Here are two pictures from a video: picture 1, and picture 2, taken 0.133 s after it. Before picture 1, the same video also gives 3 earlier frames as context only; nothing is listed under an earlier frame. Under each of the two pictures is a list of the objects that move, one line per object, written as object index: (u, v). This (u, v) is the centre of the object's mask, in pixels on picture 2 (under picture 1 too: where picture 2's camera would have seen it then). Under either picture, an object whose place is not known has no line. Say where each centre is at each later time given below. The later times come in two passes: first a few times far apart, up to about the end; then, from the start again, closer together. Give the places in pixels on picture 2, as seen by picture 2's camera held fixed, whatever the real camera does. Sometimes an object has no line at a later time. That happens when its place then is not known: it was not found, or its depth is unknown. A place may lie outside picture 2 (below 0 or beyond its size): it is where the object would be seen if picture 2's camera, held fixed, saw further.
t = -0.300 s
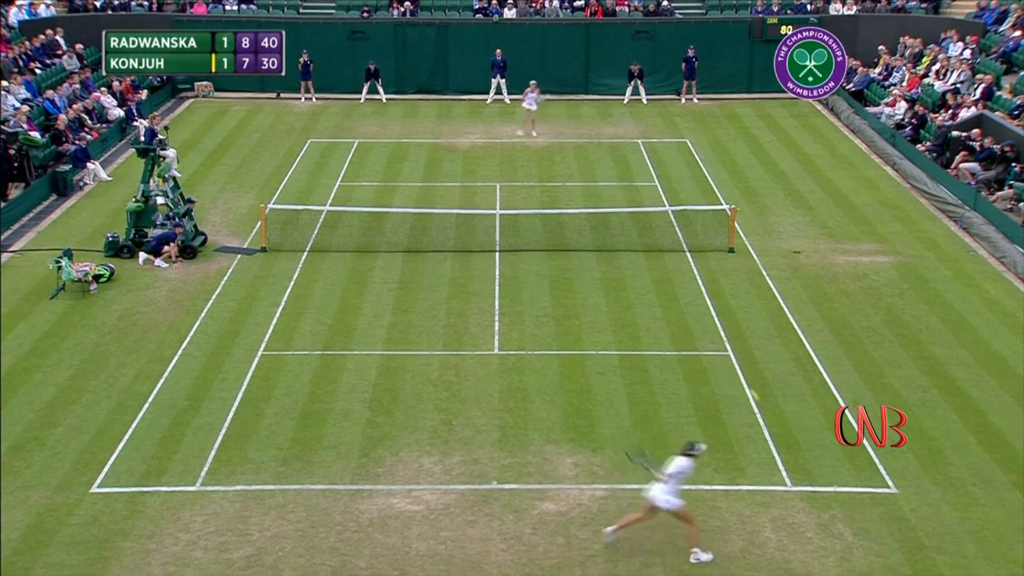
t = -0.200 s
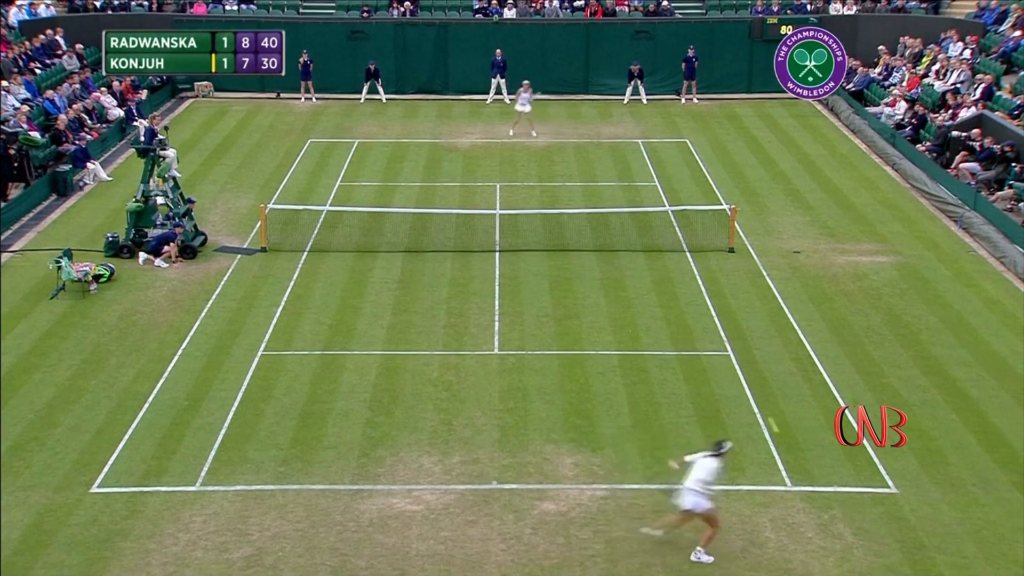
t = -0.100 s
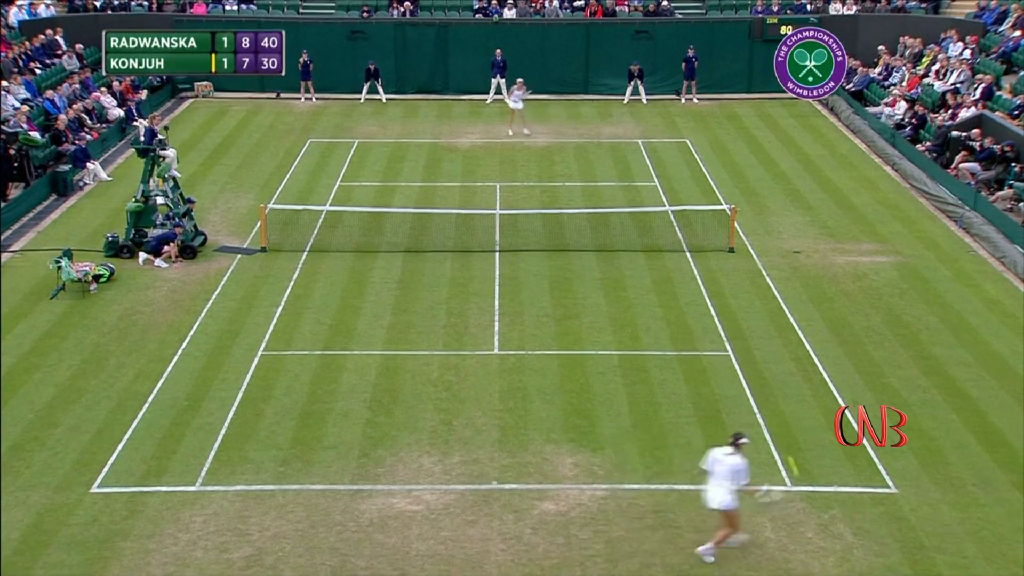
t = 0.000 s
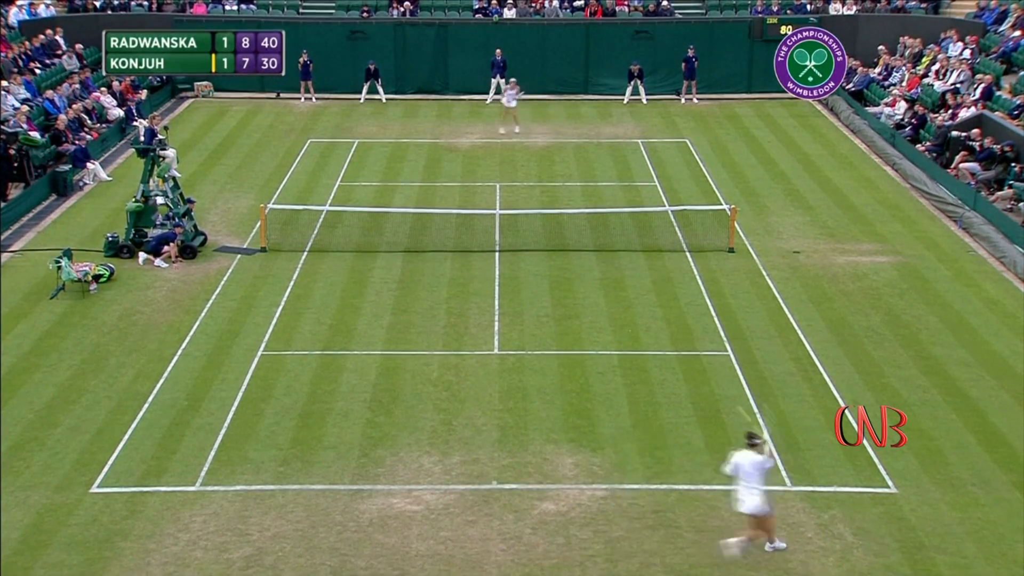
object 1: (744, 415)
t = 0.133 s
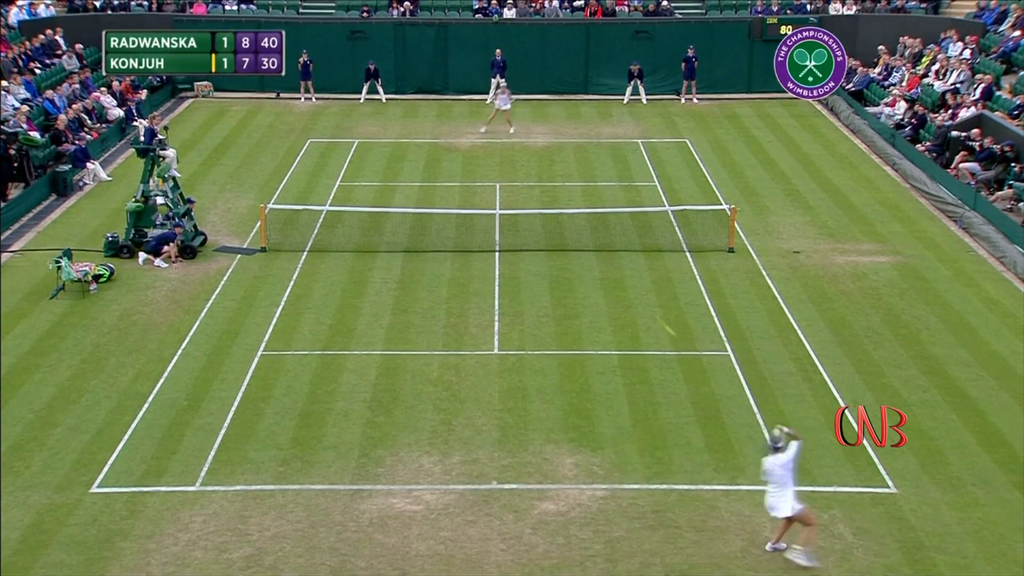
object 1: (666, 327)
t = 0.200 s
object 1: (639, 300)
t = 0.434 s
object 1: (578, 239)
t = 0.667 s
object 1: (583, 238)
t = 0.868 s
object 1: (584, 254)
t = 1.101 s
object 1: (586, 249)
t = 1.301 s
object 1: (586, 254)
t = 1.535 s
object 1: (588, 255)
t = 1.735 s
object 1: (588, 256)
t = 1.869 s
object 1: (588, 256)
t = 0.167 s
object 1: (652, 313)
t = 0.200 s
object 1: (639, 300)
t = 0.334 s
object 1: (591, 262)
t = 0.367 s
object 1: (582, 256)
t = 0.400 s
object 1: (577, 243)
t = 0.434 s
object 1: (578, 239)
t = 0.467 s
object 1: (579, 238)
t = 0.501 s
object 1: (580, 237)
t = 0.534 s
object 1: (581, 237)
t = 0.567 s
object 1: (582, 236)
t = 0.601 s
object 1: (581, 236)
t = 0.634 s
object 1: (583, 237)
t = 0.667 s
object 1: (583, 238)
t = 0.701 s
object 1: (584, 239)
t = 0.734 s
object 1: (584, 240)
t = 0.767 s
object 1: (583, 243)
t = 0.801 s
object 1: (583, 245)
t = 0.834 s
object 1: (584, 249)
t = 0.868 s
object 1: (584, 254)
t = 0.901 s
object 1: (585, 254)
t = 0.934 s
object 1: (585, 252)
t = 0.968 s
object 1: (584, 250)
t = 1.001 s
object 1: (585, 249)
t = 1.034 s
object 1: (585, 249)
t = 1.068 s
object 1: (585, 248)
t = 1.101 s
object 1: (586, 249)
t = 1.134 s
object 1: (585, 251)
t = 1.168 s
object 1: (585, 253)
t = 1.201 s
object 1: (587, 254)
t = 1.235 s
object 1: (586, 254)
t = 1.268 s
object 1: (587, 254)
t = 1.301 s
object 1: (586, 254)
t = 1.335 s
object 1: (587, 254)
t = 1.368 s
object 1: (588, 254)
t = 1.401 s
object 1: (586, 255)
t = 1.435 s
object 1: (588, 255)
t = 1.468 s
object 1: (587, 255)
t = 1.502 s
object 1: (587, 255)
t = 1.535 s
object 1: (588, 255)
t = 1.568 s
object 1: (587, 255)
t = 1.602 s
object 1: (587, 256)
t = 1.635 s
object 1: (587, 256)
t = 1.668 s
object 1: (587, 256)
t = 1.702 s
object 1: (587, 256)
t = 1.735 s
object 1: (588, 256)
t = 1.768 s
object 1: (588, 256)
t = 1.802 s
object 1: (588, 256)
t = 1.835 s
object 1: (588, 256)
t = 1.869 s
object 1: (588, 256)
